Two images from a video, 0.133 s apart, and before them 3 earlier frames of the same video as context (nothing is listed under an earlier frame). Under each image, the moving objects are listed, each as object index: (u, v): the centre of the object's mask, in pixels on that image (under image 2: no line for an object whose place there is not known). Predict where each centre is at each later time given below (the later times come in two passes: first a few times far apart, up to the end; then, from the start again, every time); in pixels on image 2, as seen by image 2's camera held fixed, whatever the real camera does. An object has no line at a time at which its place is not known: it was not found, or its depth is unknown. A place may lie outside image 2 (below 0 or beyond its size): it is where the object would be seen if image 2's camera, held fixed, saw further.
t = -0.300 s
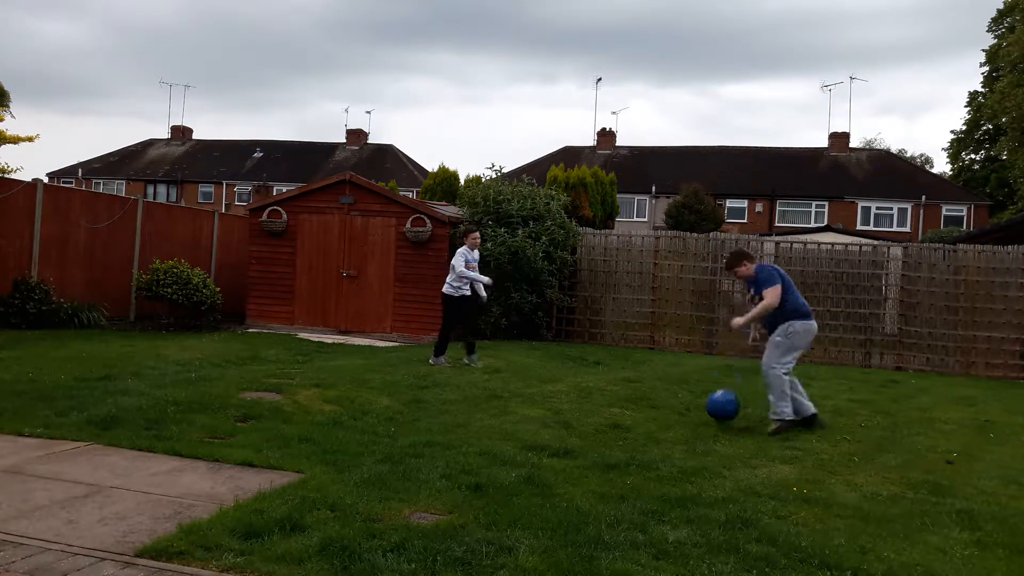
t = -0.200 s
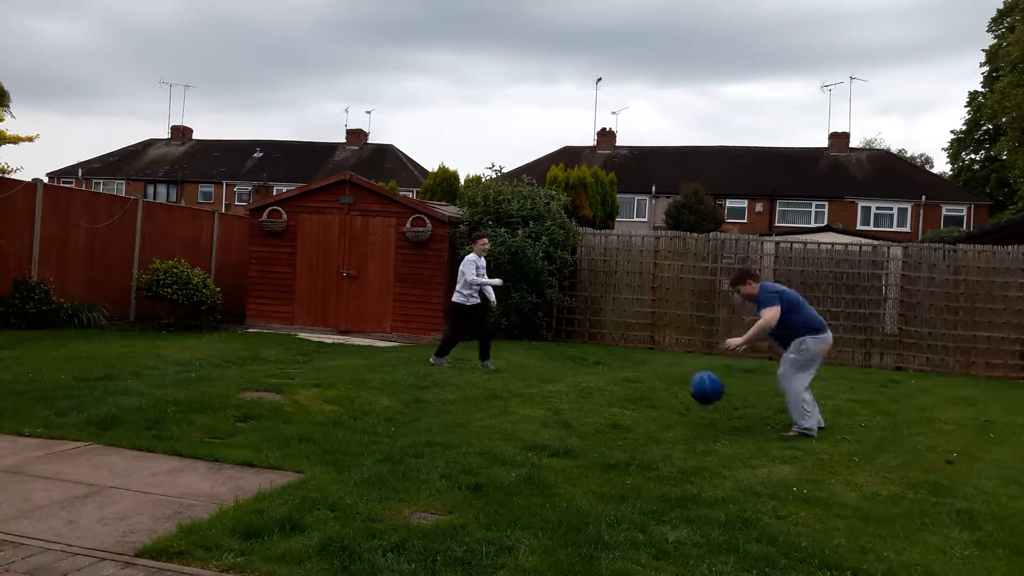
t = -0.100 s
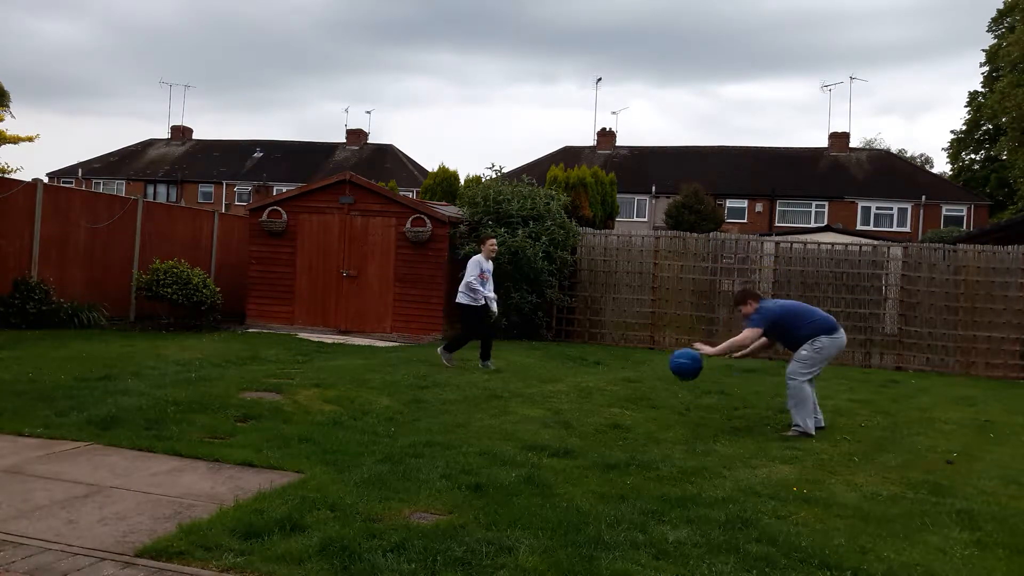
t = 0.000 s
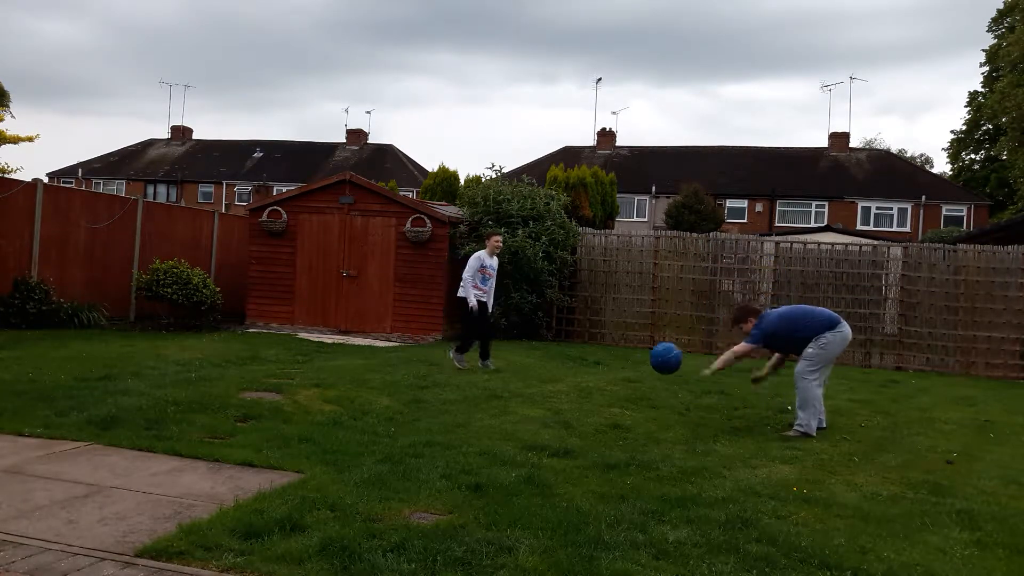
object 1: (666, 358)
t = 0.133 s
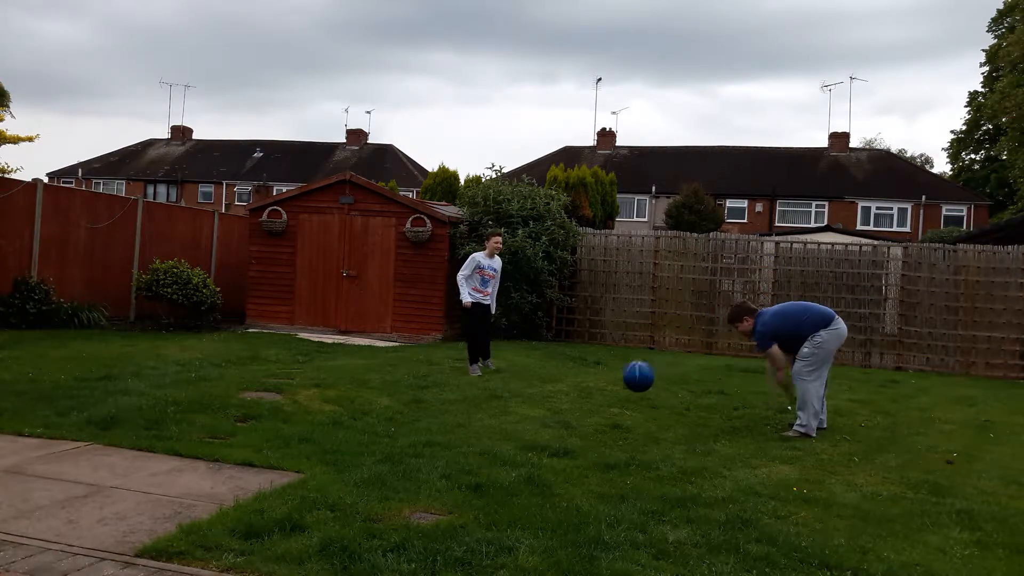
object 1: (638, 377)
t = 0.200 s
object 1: (624, 394)
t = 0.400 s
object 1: (599, 375)
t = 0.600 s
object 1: (575, 390)
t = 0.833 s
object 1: (551, 386)
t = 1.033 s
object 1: (532, 384)
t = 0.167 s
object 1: (631, 385)
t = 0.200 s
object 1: (624, 394)
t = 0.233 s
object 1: (619, 396)
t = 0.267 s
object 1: (615, 389)
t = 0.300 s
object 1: (611, 383)
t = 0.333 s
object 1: (607, 379)
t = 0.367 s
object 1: (604, 376)
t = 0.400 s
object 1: (599, 375)
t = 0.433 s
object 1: (595, 375)
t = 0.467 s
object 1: (591, 377)
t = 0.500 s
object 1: (587, 380)
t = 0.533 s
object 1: (583, 384)
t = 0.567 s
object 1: (579, 390)
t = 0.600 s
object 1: (575, 390)
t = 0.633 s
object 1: (572, 387)
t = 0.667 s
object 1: (569, 386)
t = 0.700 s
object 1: (565, 386)
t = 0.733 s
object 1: (562, 387)
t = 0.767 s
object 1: (558, 386)
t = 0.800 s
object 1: (555, 386)
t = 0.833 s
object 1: (551, 386)
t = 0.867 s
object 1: (548, 385)
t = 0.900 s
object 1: (544, 385)
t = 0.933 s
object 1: (542, 384)
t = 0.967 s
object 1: (538, 384)
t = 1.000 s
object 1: (535, 384)
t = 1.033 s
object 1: (532, 384)
